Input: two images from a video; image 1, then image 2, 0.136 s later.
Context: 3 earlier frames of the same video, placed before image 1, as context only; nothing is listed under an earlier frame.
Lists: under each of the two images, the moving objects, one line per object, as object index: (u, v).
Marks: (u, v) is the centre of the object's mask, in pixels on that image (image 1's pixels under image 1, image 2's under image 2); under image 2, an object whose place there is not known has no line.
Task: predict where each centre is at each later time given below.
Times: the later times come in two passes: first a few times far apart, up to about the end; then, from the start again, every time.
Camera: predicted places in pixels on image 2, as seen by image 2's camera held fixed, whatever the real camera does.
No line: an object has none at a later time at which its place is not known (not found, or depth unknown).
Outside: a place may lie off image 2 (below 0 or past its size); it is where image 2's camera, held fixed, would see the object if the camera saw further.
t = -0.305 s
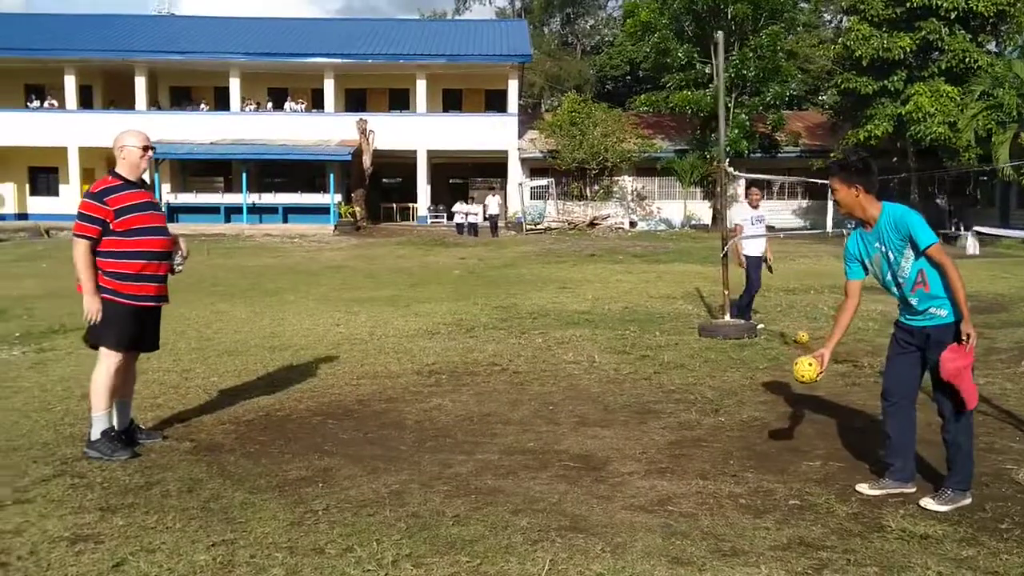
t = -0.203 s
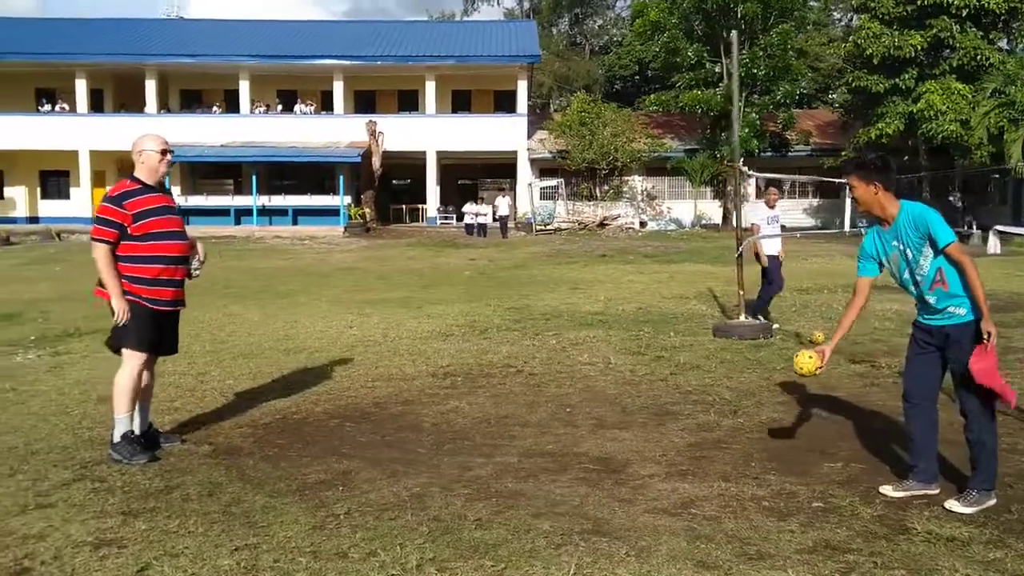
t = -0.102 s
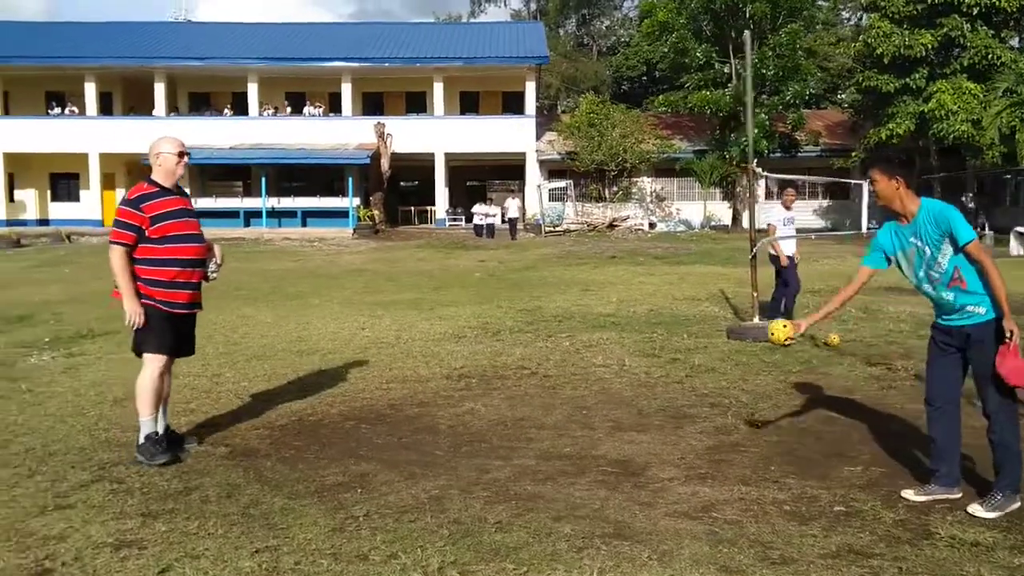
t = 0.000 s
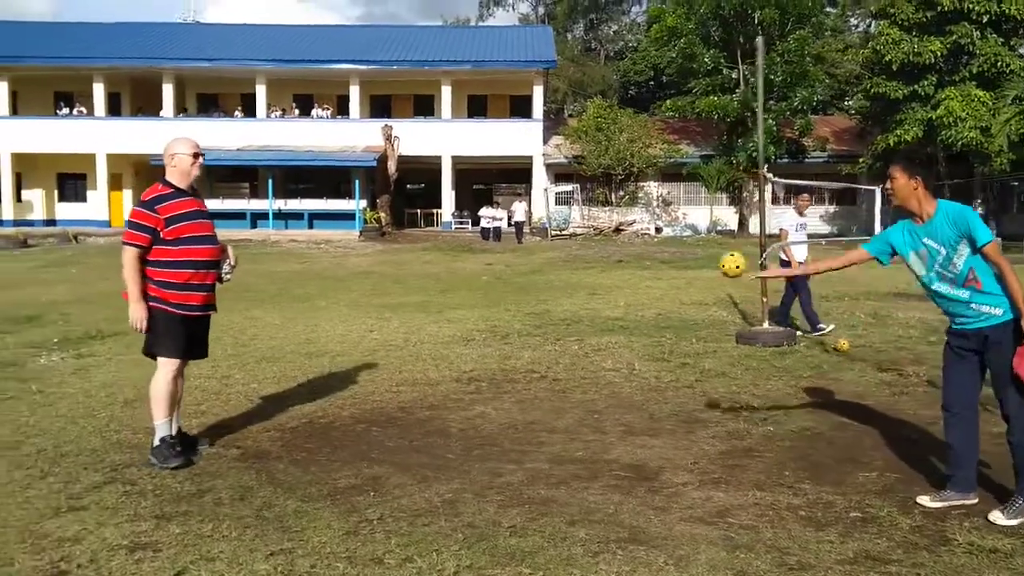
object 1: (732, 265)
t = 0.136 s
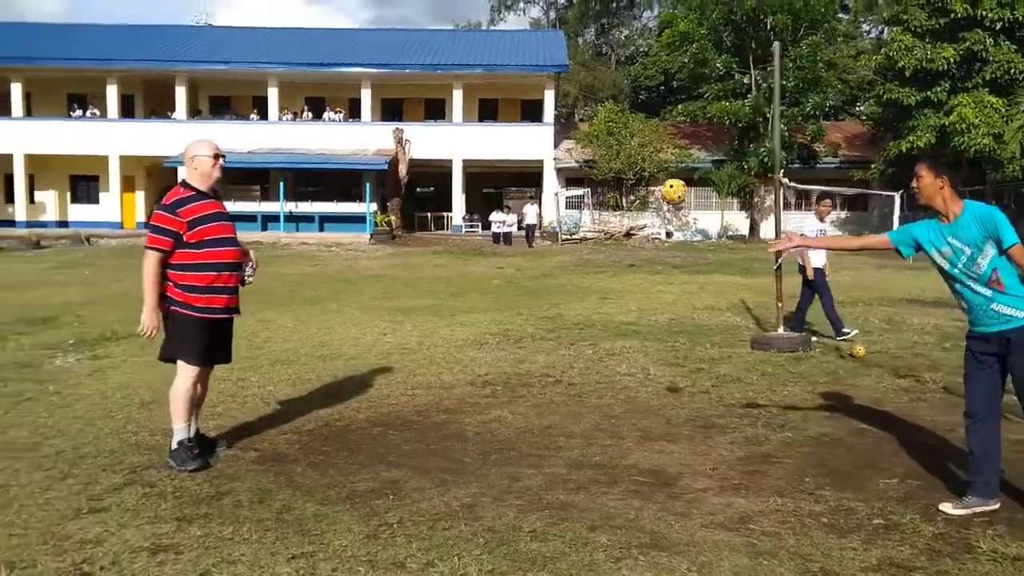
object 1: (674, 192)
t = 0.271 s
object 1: (604, 152)
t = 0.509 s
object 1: (487, 172)
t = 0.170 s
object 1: (656, 178)
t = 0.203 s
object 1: (639, 167)
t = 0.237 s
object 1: (623, 158)
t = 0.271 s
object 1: (604, 152)
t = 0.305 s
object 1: (587, 149)
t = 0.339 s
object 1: (572, 147)
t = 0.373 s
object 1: (555, 149)
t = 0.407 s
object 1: (538, 152)
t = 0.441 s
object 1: (521, 157)
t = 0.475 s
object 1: (503, 163)
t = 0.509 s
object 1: (487, 172)
